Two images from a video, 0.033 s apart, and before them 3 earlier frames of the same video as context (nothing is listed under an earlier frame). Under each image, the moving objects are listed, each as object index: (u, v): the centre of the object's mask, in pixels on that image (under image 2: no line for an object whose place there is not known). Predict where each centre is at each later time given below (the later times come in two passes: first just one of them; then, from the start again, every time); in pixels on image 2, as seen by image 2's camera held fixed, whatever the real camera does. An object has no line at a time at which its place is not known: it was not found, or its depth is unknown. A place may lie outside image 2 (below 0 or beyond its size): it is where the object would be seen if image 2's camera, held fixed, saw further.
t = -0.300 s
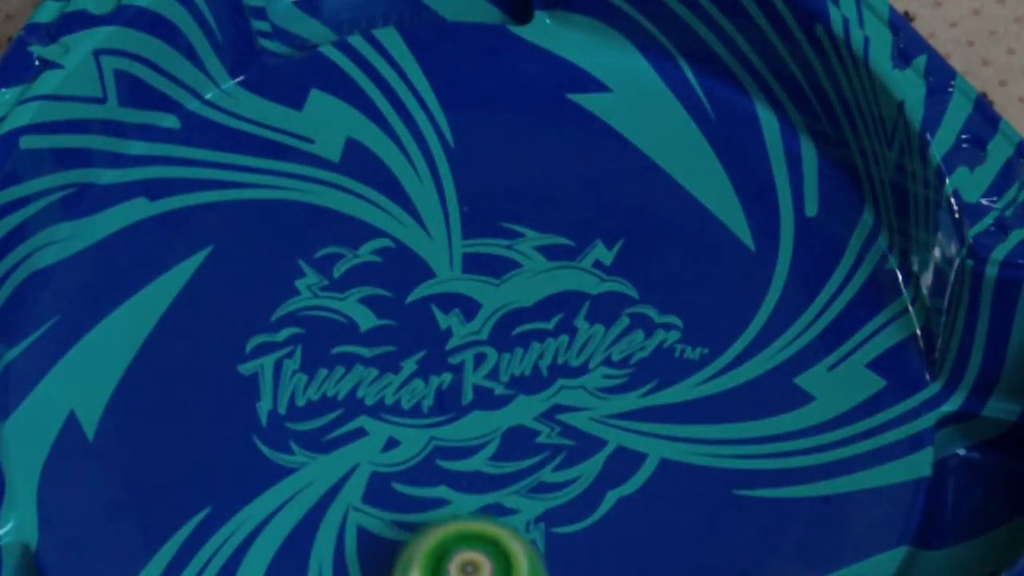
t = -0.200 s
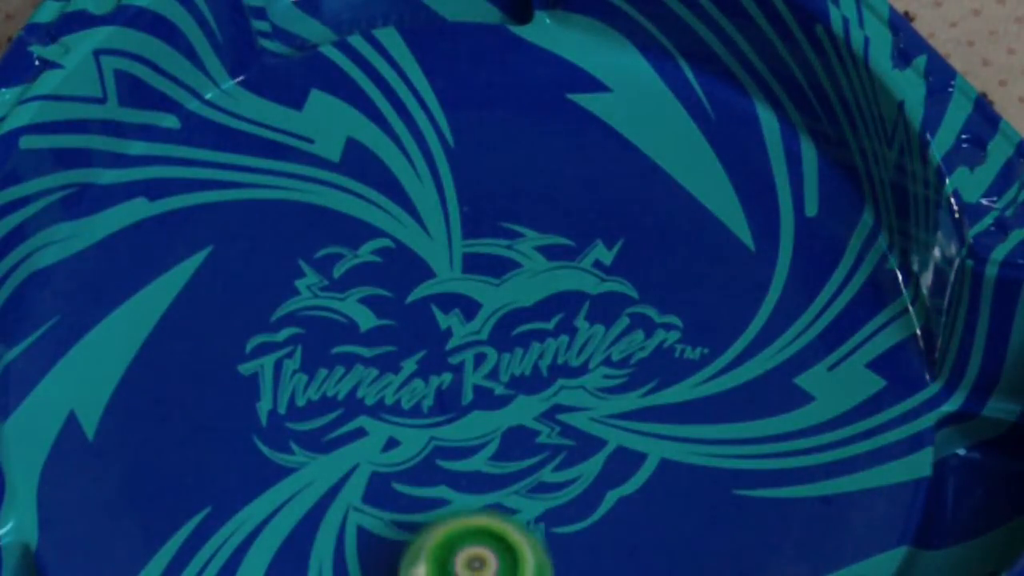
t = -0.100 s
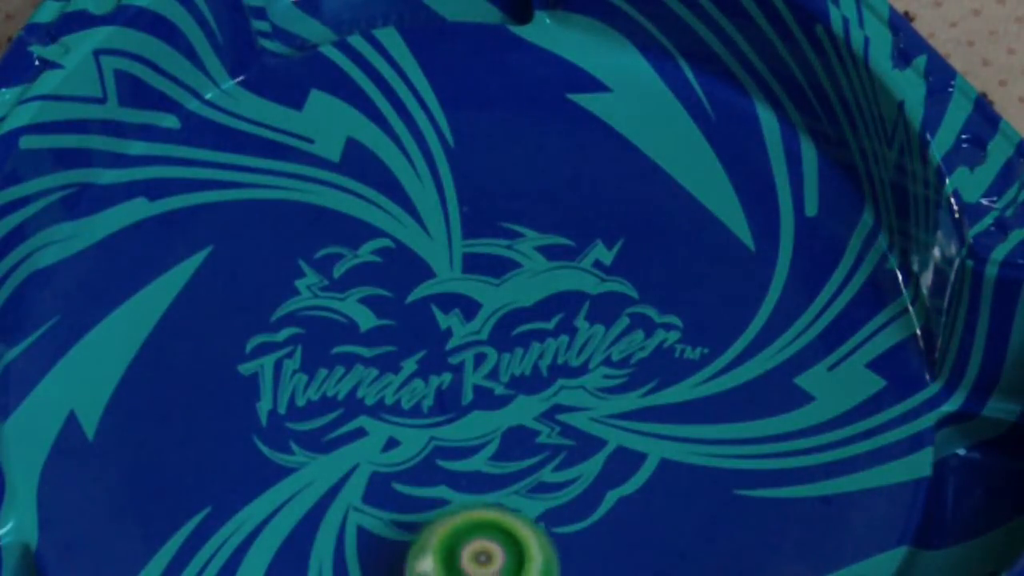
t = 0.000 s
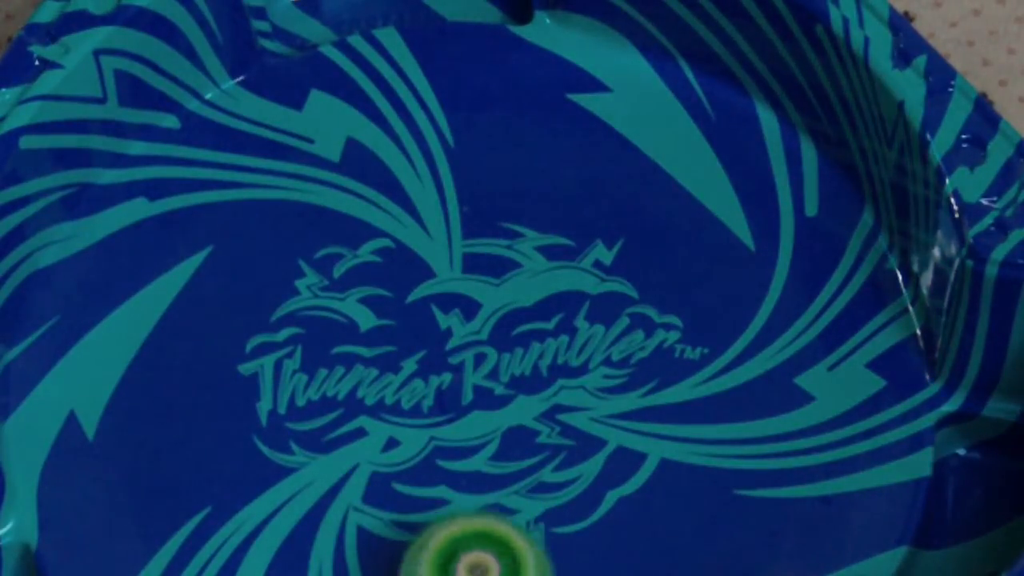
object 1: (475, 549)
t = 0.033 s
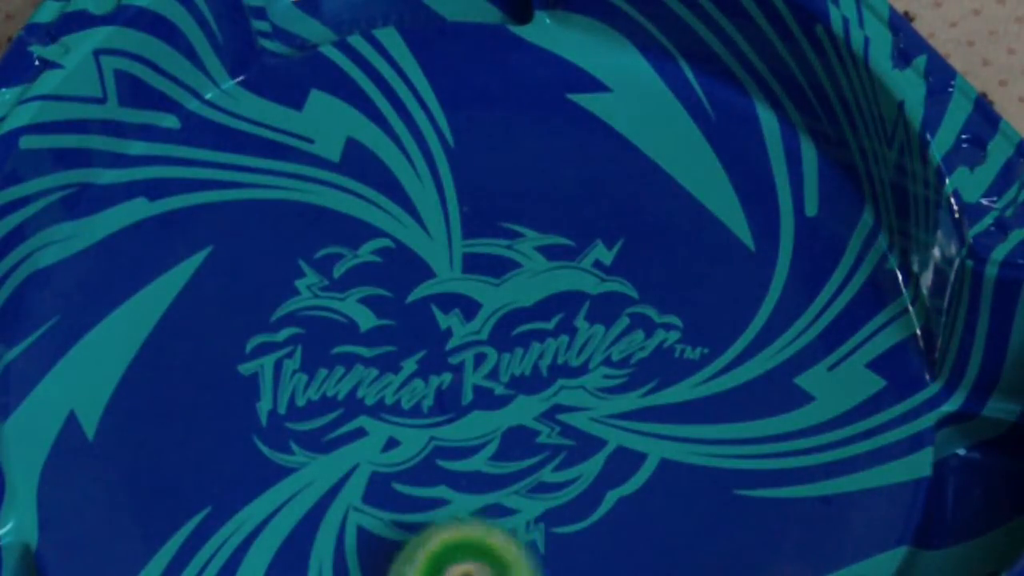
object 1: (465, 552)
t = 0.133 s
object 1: (397, 562)
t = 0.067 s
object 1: (448, 556)
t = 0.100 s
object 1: (423, 559)
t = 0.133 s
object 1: (397, 562)
